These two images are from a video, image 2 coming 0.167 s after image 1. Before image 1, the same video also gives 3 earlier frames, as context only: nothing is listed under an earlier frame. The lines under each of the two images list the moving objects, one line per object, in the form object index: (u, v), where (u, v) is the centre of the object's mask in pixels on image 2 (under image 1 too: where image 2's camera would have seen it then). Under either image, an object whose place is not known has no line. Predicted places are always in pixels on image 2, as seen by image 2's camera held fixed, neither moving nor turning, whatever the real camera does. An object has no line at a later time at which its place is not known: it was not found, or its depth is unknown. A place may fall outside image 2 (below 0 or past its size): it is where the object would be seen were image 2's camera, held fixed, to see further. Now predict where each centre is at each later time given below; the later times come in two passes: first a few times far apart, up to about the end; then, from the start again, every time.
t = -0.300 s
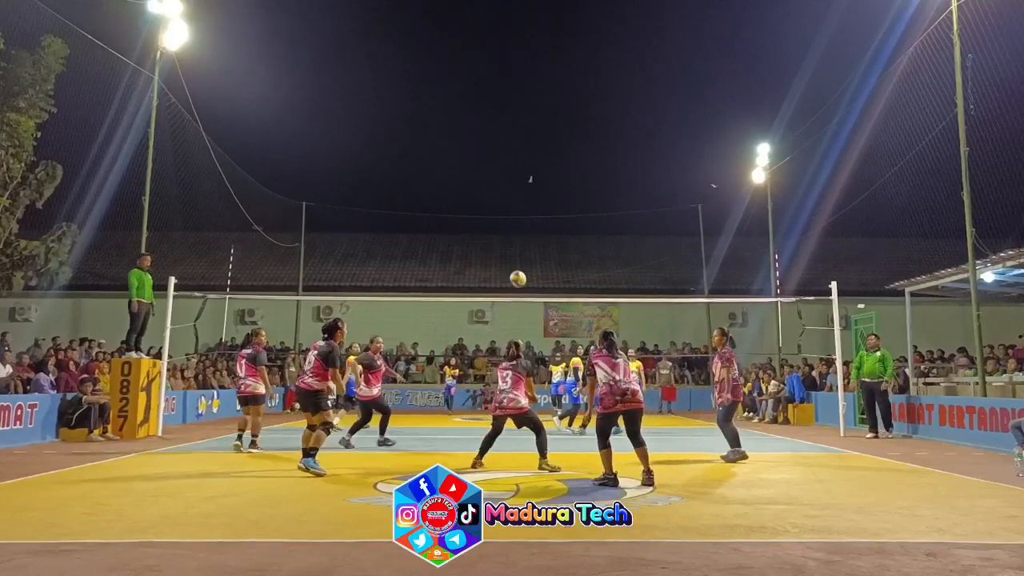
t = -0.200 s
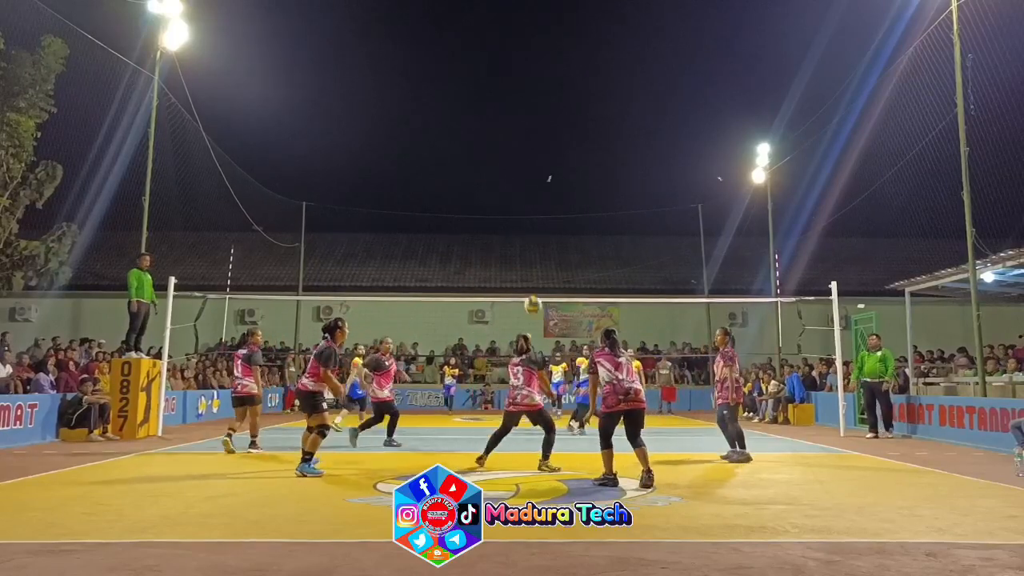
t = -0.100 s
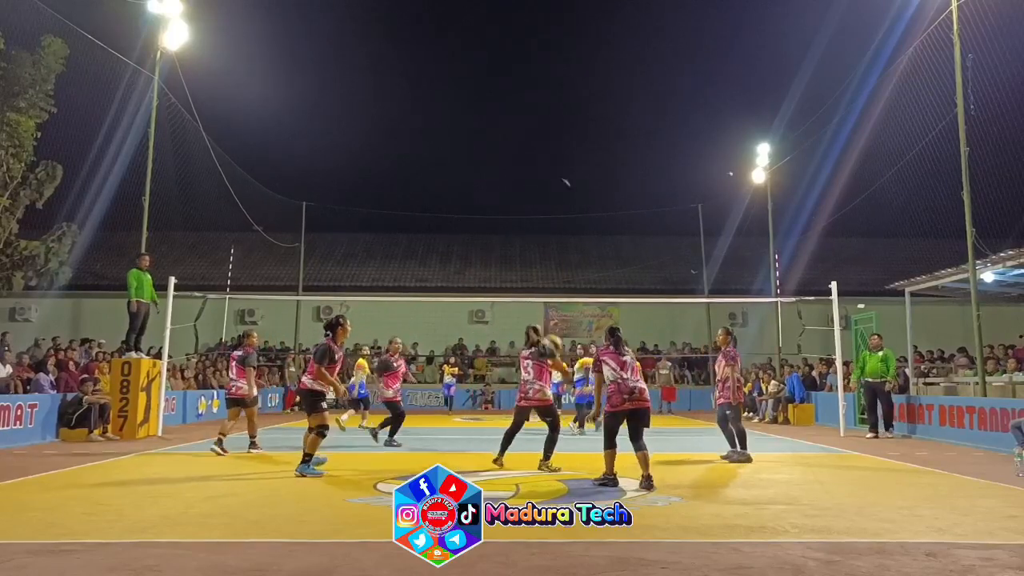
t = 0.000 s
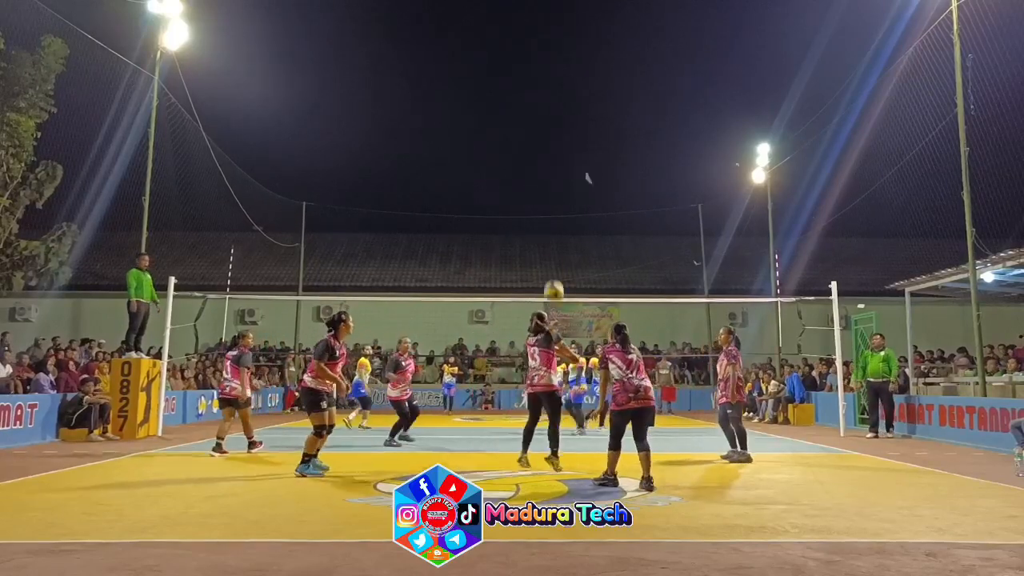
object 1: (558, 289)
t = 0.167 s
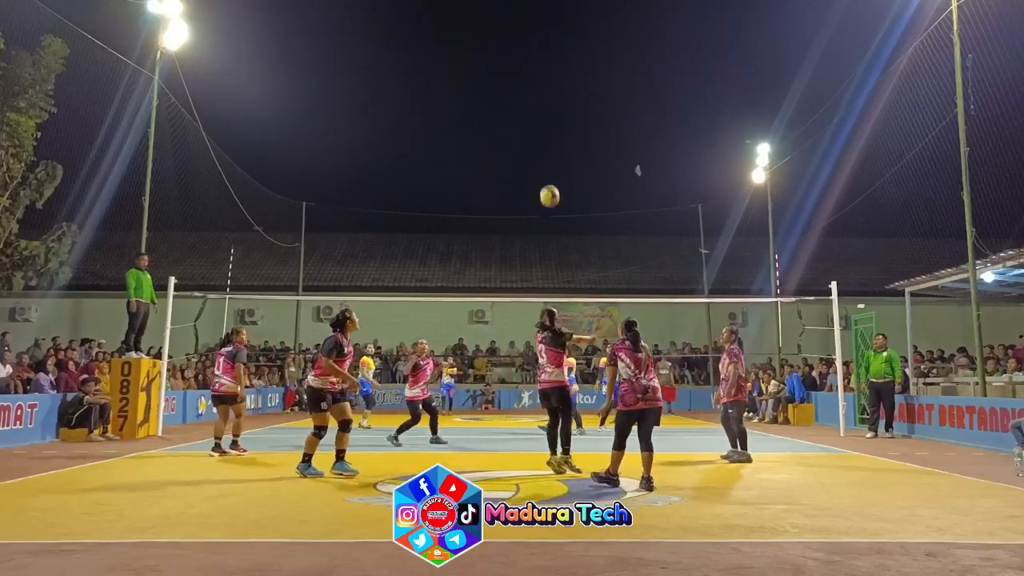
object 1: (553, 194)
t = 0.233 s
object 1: (549, 165)
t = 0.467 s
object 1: (546, 93)
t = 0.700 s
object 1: (543, 70)
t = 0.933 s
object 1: (541, 88)
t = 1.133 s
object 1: (537, 134)
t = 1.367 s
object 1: (533, 225)
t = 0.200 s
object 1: (552, 178)
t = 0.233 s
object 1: (549, 165)
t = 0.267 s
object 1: (551, 152)
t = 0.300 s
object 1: (550, 139)
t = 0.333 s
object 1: (547, 129)
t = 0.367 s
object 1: (549, 119)
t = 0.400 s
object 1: (549, 110)
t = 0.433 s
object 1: (548, 101)
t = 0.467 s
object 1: (546, 93)
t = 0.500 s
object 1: (544, 89)
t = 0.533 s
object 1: (545, 83)
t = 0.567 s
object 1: (543, 79)
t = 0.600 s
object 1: (545, 76)
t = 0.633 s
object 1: (544, 74)
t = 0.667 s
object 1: (544, 71)
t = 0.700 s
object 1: (543, 70)
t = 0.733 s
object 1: (542, 70)
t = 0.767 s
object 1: (542, 70)
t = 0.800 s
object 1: (542, 73)
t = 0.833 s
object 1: (541, 75)
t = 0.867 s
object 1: (541, 79)
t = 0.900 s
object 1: (541, 83)
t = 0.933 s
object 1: (541, 88)
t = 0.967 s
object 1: (539, 93)
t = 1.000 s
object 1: (538, 100)
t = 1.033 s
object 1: (538, 107)
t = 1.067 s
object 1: (538, 115)
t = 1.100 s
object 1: (537, 124)
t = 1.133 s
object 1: (537, 134)
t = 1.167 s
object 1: (537, 145)
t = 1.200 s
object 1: (536, 156)
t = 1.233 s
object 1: (536, 168)
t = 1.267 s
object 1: (535, 181)
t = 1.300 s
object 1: (534, 194)
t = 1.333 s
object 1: (534, 209)
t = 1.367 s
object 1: (533, 225)
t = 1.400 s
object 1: (533, 240)
